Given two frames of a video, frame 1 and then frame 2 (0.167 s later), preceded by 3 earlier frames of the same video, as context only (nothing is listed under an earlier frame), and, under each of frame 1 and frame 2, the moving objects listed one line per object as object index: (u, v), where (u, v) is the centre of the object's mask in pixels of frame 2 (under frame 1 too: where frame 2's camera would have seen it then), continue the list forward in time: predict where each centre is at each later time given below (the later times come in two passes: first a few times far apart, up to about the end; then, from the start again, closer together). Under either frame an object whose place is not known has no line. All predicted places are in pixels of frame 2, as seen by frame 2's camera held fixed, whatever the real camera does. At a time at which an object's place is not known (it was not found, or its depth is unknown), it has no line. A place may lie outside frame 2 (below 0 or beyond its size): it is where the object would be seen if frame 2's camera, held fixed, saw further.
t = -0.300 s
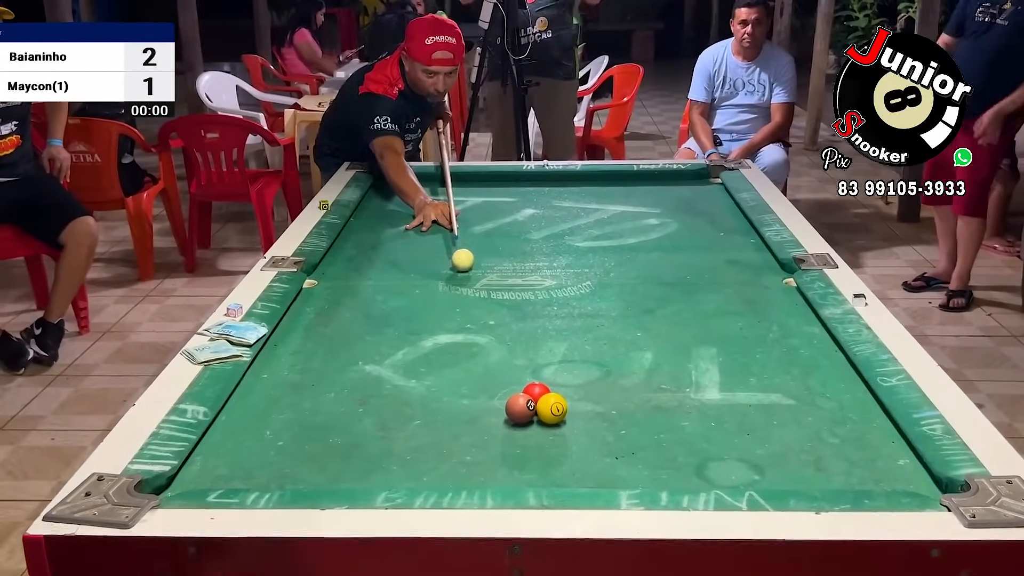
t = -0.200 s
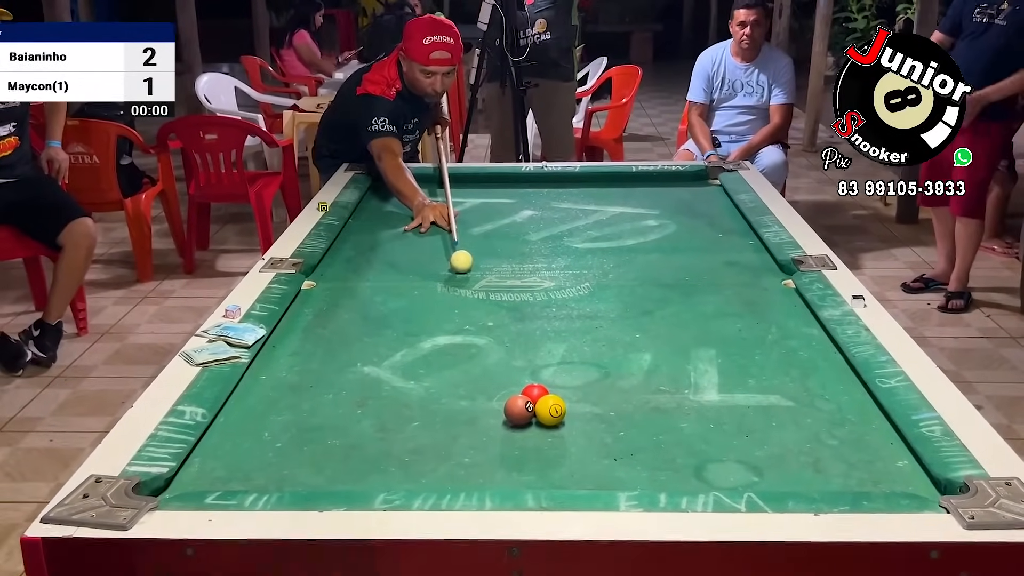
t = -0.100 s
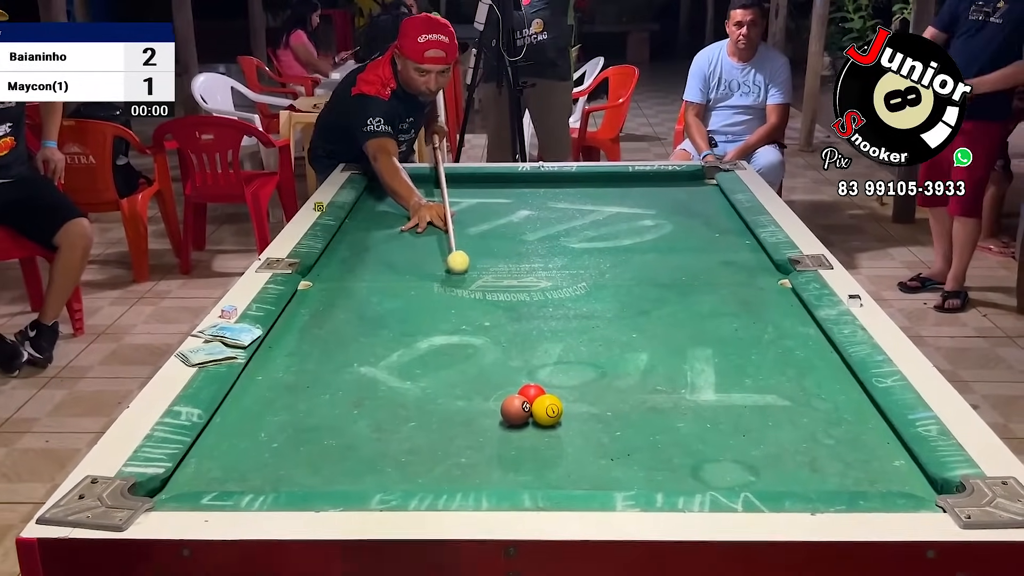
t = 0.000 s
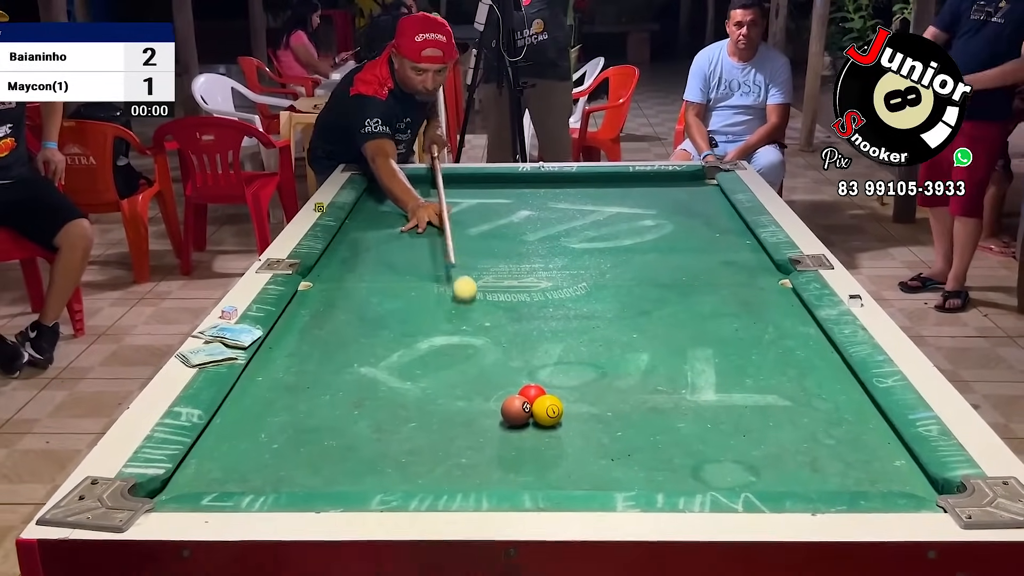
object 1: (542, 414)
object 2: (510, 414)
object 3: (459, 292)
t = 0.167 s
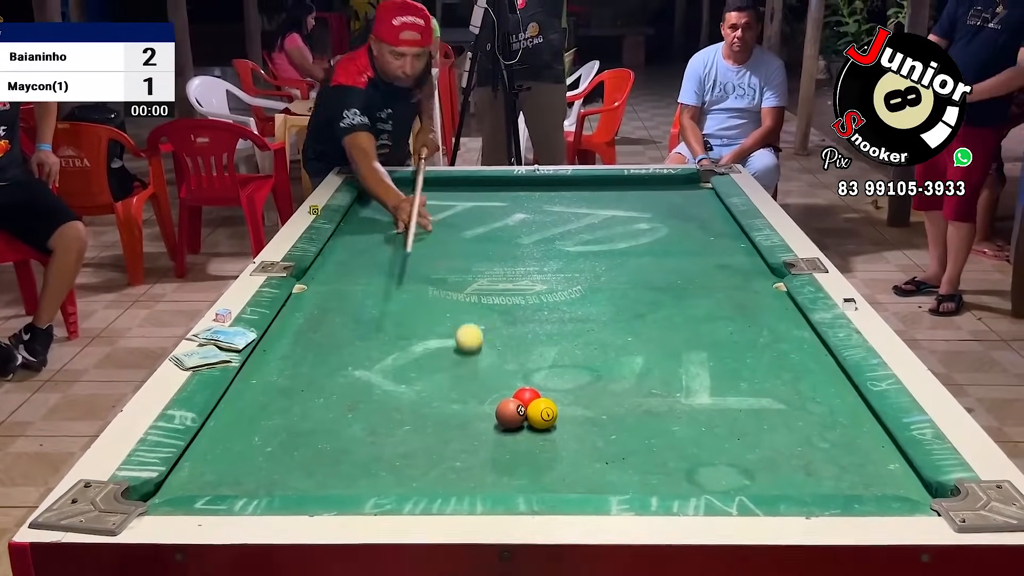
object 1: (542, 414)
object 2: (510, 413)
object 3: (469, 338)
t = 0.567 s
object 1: (639, 418)
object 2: (507, 435)
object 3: (424, 481)
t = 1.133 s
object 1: (868, 426)
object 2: (496, 484)
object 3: (334, 364)
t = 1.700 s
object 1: (735, 434)
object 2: (499, 469)
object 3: (315, 294)
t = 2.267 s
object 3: (380, 255)
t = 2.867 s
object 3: (428, 226)
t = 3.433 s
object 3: (461, 207)
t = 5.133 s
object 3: (522, 181)
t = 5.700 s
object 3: (527, 182)
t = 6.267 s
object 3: (527, 182)
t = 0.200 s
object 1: (542, 414)
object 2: (510, 414)
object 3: (472, 349)
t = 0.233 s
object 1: (542, 414)
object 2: (510, 414)
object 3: (474, 359)
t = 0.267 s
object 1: (542, 414)
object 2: (510, 414)
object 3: (476, 372)
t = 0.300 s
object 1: (542, 413)
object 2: (510, 414)
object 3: (479, 384)
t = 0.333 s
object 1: (542, 414)
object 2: (511, 414)
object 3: (482, 398)
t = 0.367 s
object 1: (550, 413)
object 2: (510, 415)
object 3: (479, 410)
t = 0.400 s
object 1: (567, 414)
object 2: (510, 419)
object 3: (469, 422)
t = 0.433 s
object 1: (582, 415)
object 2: (509, 422)
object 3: (461, 434)
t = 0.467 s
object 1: (597, 416)
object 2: (509, 425)
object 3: (452, 447)
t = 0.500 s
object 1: (611, 416)
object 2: (508, 429)
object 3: (443, 460)
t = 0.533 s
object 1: (625, 417)
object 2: (508, 432)
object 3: (433, 473)
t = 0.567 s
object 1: (639, 418)
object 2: (507, 435)
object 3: (424, 481)
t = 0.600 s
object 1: (653, 418)
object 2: (506, 438)
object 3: (415, 478)
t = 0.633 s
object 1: (667, 419)
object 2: (505, 442)
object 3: (408, 473)
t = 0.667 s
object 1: (681, 419)
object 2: (505, 445)
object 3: (402, 464)
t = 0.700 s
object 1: (695, 420)
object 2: (504, 448)
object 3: (396, 455)
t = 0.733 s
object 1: (709, 420)
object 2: (503, 452)
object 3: (390, 446)
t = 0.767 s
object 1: (724, 421)
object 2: (503, 455)
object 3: (385, 437)
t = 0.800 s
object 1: (737, 422)
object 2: (502, 458)
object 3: (379, 429)
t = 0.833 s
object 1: (751, 422)
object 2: (502, 462)
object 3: (374, 422)
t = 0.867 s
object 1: (765, 423)
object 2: (501, 465)
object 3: (369, 414)
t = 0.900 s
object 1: (779, 423)
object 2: (500, 469)
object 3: (364, 407)
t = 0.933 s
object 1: (793, 424)
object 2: (500, 472)
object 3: (359, 400)
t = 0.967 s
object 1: (806, 424)
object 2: (499, 474)
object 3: (355, 394)
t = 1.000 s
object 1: (820, 425)
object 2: (499, 476)
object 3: (351, 387)
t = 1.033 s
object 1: (834, 425)
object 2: (498, 479)
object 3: (346, 381)
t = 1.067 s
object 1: (847, 426)
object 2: (497, 480)
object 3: (342, 375)
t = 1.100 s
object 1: (861, 426)
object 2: (497, 482)
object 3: (338, 369)
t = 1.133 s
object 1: (868, 426)
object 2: (496, 484)
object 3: (334, 364)
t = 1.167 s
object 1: (859, 427)
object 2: (496, 485)
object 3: (330, 358)
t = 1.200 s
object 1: (851, 428)
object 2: (496, 484)
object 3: (327, 353)
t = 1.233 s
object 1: (843, 428)
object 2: (496, 483)
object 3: (323, 348)
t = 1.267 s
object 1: (834, 429)
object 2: (496, 482)
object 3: (319, 343)
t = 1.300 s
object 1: (826, 429)
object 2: (496, 481)
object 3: (316, 339)
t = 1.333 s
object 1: (818, 429)
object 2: (496, 480)
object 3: (312, 334)
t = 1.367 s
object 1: (810, 430)
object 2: (496, 480)
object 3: (309, 329)
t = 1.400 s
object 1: (803, 431)
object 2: (496, 479)
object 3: (306, 325)
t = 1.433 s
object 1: (795, 431)
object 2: (496, 478)
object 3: (303, 321)
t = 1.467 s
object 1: (787, 431)
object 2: (497, 476)
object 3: (300, 317)
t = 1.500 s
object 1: (780, 432)
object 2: (497, 475)
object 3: (298, 312)
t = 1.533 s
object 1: (772, 432)
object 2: (497, 474)
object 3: (295, 308)
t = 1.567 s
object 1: (764, 432)
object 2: (497, 473)
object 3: (296, 305)
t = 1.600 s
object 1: (757, 433)
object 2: (497, 472)
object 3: (301, 302)
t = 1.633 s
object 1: (750, 433)
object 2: (498, 471)
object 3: (306, 299)
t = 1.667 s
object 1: (742, 434)
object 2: (498, 470)
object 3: (311, 296)
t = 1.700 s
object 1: (735, 434)
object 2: (499, 469)
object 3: (315, 294)
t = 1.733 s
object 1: (728, 434)
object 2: (499, 468)
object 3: (320, 291)
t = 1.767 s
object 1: (721, 434)
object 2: (500, 467)
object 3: (325, 288)
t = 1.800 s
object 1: (714, 435)
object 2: (500, 466)
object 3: (329, 286)
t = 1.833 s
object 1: (707, 435)
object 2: (501, 464)
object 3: (333, 283)
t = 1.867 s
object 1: (701, 435)
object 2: (501, 464)
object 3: (337, 281)
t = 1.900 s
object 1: (694, 435)
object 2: (501, 463)
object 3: (341, 278)
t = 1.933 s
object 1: (687, 436)
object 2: (501, 462)
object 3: (345, 276)
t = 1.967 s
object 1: (681, 436)
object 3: (348, 274)
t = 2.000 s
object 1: (675, 436)
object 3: (352, 271)
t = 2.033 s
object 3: (356, 269)
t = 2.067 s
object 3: (359, 267)
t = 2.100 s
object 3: (363, 265)
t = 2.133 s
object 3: (366, 263)
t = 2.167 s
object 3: (370, 261)
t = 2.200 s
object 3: (373, 258)
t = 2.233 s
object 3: (376, 257)
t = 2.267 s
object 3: (380, 255)
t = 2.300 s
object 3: (383, 253)
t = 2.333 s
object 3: (386, 251)
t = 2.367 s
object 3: (389, 249)
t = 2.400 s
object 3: (392, 247)
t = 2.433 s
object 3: (395, 246)
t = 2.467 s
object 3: (397, 244)
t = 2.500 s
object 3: (400, 243)
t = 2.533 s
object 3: (403, 241)
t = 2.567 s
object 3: (406, 239)
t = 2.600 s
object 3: (408, 238)
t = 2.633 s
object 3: (411, 236)
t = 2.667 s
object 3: (413, 235)
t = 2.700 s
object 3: (416, 233)
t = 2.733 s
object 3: (418, 232)
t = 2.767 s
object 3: (421, 231)
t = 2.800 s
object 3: (423, 229)
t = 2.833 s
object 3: (425, 228)
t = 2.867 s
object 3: (428, 226)
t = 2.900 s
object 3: (430, 225)
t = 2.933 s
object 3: (432, 224)
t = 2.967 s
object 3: (434, 222)
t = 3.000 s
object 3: (437, 221)
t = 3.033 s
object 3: (439, 220)
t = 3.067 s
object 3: (441, 219)
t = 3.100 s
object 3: (442, 218)
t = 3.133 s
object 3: (444, 217)
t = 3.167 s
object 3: (446, 215)
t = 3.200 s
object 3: (448, 214)
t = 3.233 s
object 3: (450, 213)
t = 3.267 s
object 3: (452, 212)
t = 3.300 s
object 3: (454, 211)
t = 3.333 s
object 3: (456, 210)
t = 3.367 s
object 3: (458, 209)
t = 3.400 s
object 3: (460, 208)
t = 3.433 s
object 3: (461, 207)
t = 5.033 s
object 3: (520, 181)
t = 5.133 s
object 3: (522, 181)
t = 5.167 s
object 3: (522, 181)
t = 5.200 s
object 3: (523, 181)
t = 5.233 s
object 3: (523, 181)
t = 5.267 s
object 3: (523, 181)
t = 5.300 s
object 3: (524, 181)
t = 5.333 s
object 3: (524, 182)
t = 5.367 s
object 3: (525, 182)
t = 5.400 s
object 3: (525, 182)
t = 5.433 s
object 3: (526, 182)
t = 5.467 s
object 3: (526, 182)
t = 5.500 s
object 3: (526, 182)
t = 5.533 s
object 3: (526, 182)
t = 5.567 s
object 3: (527, 182)
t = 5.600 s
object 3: (527, 182)
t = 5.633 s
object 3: (527, 182)
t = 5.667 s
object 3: (527, 182)
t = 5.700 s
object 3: (527, 182)
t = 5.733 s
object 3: (527, 182)
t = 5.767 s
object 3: (527, 182)
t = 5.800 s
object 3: (527, 182)
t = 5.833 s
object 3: (527, 182)
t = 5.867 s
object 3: (527, 182)
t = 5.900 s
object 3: (527, 182)
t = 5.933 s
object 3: (527, 182)
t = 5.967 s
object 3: (527, 182)
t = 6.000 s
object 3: (527, 182)
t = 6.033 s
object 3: (527, 182)
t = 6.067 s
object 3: (527, 182)
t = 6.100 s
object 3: (527, 182)
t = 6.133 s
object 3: (527, 182)
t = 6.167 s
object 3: (527, 182)
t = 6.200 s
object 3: (527, 182)
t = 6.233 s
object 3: (527, 182)
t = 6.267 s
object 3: (527, 182)
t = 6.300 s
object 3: (527, 182)
